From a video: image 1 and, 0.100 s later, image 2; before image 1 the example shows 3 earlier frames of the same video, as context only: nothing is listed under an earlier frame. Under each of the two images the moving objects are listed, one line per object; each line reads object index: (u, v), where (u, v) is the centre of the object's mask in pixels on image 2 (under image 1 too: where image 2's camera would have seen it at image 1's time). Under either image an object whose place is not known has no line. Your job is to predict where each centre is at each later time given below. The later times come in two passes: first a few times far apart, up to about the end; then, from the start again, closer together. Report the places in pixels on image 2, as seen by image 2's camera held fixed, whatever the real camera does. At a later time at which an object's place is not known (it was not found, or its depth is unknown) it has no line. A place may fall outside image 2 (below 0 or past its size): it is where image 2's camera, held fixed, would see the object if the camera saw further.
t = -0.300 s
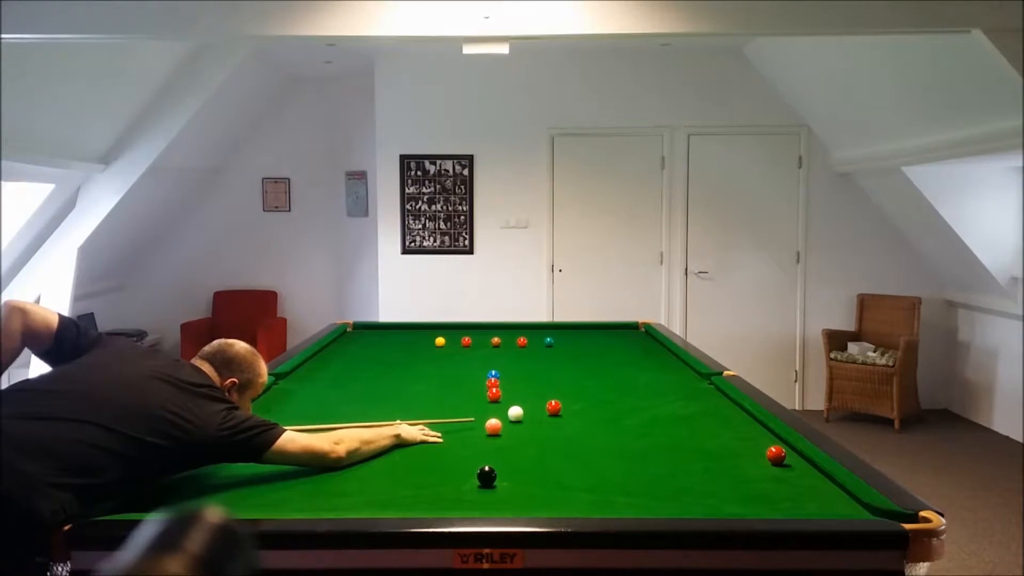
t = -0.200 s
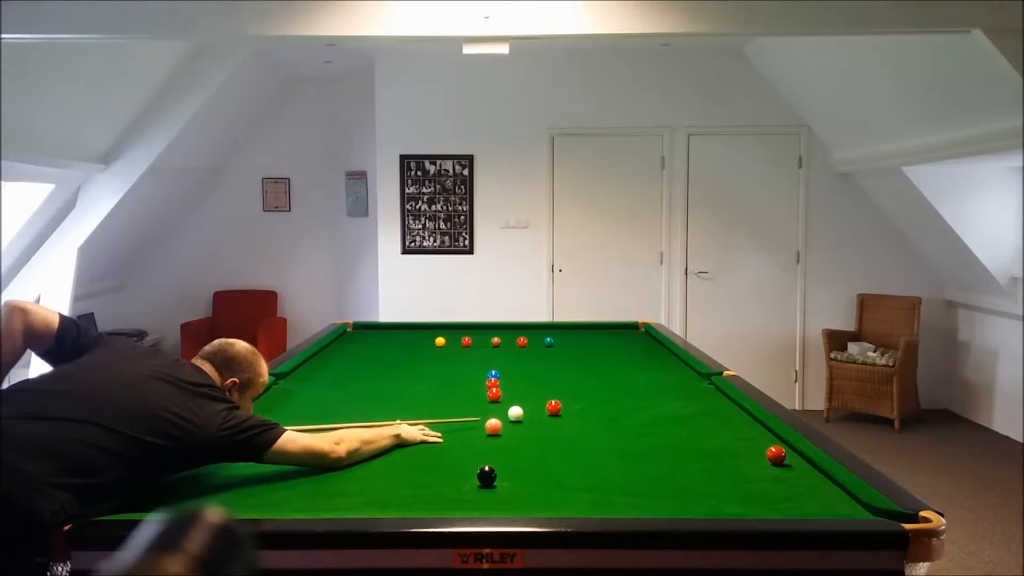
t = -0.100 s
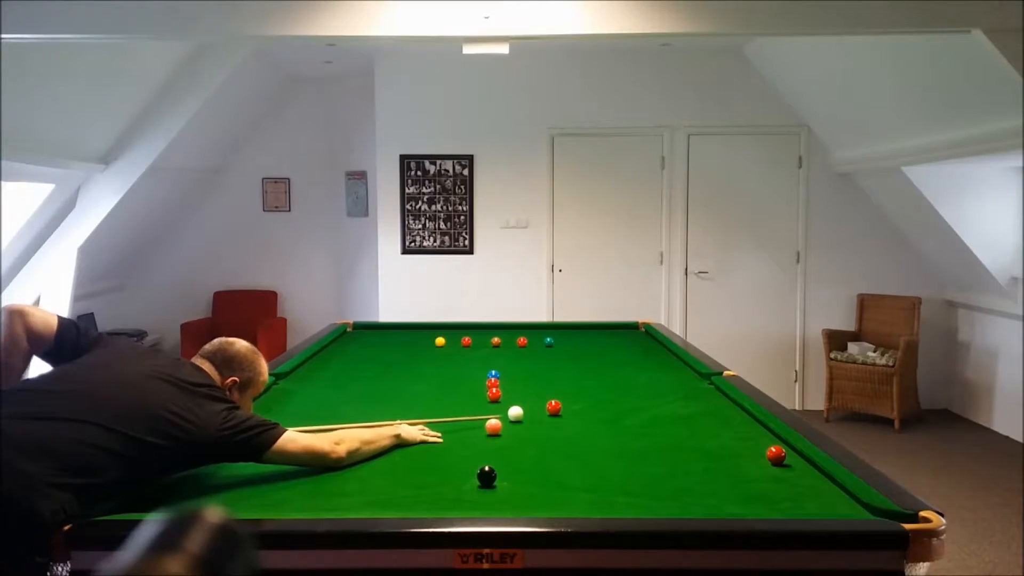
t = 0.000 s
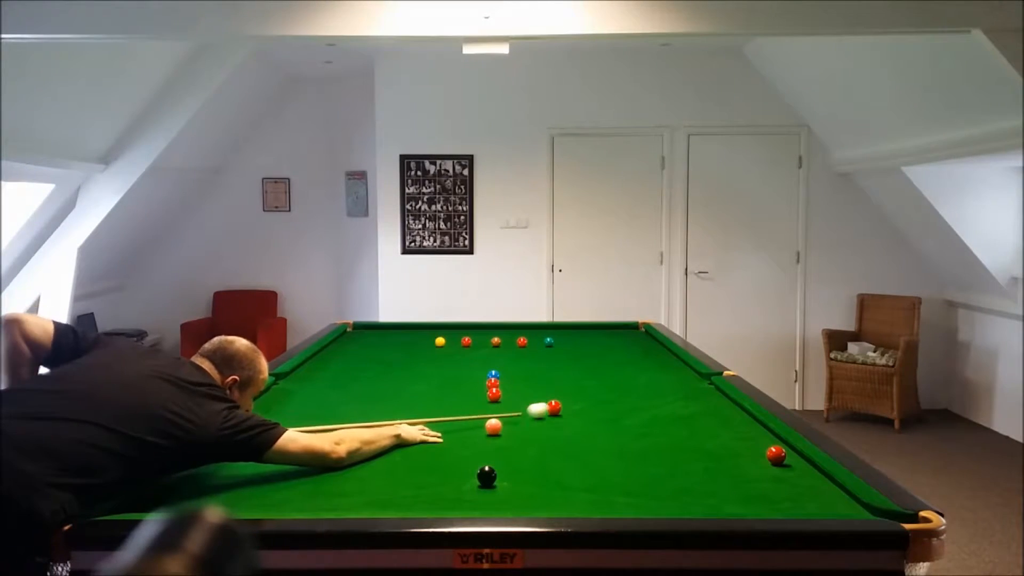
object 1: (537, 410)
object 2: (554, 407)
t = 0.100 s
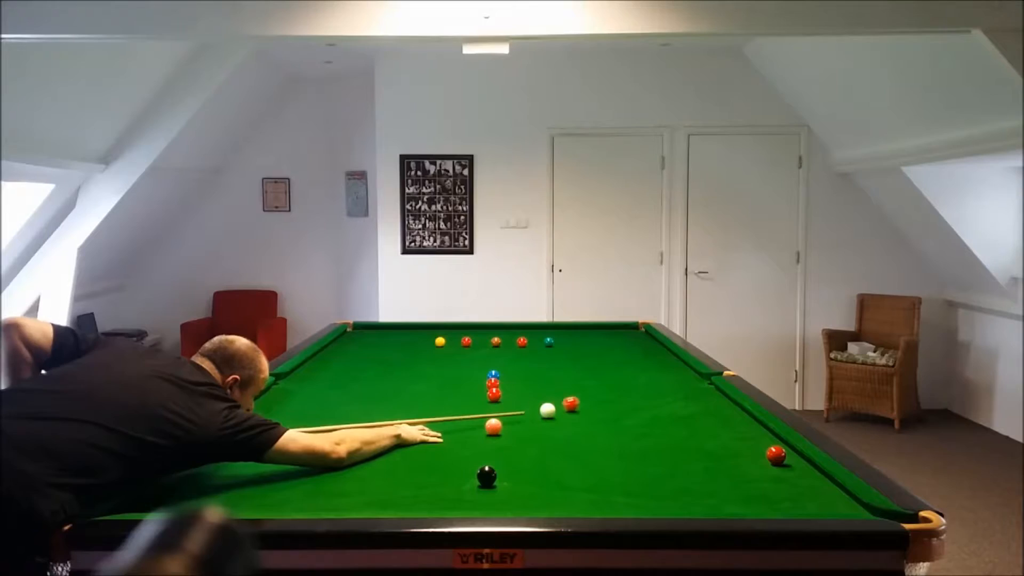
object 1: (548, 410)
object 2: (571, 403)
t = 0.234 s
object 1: (553, 411)
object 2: (592, 399)
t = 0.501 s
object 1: (562, 413)
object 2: (630, 391)
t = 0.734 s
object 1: (569, 414)
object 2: (660, 385)
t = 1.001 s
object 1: (576, 416)
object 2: (690, 379)
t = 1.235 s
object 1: (580, 416)
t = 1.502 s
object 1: (583, 417)
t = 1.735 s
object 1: (584, 417)
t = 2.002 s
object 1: (584, 417)
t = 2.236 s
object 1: (584, 417)
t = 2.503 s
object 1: (584, 417)
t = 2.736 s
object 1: (584, 417)
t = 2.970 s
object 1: (587, 415)
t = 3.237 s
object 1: (584, 417)
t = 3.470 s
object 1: (584, 417)
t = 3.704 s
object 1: (584, 417)
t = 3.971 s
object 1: (584, 417)
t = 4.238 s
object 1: (584, 417)
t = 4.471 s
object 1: (584, 417)
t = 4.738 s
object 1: (585, 417)
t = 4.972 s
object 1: (584, 417)
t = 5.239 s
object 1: (584, 417)
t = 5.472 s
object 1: (584, 417)
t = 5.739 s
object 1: (584, 417)
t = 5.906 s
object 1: (584, 417)
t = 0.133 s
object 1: (549, 411)
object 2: (577, 402)
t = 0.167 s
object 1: (550, 411)
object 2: (582, 401)
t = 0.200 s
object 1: (552, 411)
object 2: (587, 400)
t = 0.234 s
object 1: (553, 411)
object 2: (592, 399)
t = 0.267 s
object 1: (554, 412)
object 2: (597, 398)
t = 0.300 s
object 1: (555, 412)
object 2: (602, 397)
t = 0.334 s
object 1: (557, 412)
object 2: (607, 396)
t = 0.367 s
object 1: (558, 412)
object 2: (612, 395)
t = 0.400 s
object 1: (559, 412)
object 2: (616, 394)
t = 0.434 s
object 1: (560, 413)
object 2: (621, 393)
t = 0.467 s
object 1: (561, 413)
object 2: (626, 392)
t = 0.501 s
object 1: (562, 413)
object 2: (630, 391)
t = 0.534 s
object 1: (563, 413)
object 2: (635, 390)
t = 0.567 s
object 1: (564, 413)
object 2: (639, 389)
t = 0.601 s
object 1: (565, 414)
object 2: (644, 389)
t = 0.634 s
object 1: (566, 414)
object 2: (648, 388)
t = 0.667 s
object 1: (567, 414)
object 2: (652, 387)
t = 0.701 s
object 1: (568, 414)
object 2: (656, 386)
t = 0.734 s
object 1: (569, 414)
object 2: (660, 385)
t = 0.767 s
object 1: (570, 415)
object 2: (664, 385)
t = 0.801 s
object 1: (571, 415)
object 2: (668, 384)
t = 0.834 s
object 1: (572, 415)
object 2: (672, 383)
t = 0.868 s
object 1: (572, 415)
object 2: (676, 382)
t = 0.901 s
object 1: (573, 415)
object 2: (680, 382)
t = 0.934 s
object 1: (574, 415)
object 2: (683, 381)
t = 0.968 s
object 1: (575, 416)
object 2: (687, 380)
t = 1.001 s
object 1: (576, 416)
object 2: (690, 379)
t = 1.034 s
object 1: (576, 416)
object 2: (694, 379)
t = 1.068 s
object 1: (577, 416)
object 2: (697, 378)
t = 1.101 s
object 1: (577, 416)
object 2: (701, 377)
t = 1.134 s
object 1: (578, 416)
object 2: (704, 376)
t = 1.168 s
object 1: (579, 416)
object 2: (707, 376)
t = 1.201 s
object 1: (579, 416)
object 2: (710, 377)
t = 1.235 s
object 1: (580, 416)
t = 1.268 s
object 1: (580, 417)
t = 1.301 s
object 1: (581, 417)
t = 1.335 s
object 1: (581, 417)
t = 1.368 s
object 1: (582, 417)
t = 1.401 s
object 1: (582, 417)
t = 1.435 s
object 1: (582, 417)
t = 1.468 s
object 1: (583, 417)
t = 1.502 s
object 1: (583, 417)
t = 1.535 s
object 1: (583, 417)
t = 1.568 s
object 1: (583, 417)
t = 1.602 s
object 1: (584, 417)
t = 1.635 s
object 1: (584, 417)
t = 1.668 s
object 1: (584, 417)
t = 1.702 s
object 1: (584, 417)
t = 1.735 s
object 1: (584, 417)
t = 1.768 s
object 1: (584, 417)
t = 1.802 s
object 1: (584, 417)
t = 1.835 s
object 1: (584, 417)
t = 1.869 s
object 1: (584, 417)
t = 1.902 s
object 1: (584, 417)
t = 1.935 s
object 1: (584, 417)
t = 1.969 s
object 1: (584, 417)
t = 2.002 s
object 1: (584, 417)
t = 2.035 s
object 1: (584, 417)
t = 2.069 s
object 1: (584, 417)
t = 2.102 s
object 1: (584, 417)
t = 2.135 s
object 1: (584, 417)
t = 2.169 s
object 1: (584, 417)
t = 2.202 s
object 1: (584, 417)
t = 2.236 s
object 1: (584, 417)
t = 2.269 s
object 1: (584, 417)
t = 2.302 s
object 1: (584, 417)
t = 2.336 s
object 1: (584, 417)
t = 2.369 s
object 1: (584, 417)
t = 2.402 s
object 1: (584, 417)
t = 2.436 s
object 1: (584, 417)
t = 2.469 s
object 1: (584, 417)
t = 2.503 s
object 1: (584, 417)
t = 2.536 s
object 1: (584, 417)
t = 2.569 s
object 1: (584, 417)
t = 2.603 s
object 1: (584, 417)
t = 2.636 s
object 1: (584, 417)
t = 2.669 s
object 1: (584, 417)
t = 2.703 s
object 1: (584, 417)
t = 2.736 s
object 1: (584, 417)
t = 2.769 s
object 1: (584, 417)
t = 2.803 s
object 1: (584, 417)
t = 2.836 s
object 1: (584, 417)
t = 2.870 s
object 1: (584, 417)
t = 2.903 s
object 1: (584, 417)
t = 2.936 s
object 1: (584, 417)
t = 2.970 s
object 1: (587, 415)
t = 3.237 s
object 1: (584, 417)
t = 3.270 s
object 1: (584, 417)
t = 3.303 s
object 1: (584, 417)
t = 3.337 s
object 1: (584, 417)
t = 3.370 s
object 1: (584, 417)
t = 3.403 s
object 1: (584, 417)
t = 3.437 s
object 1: (584, 417)
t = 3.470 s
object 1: (584, 417)
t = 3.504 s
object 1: (584, 417)
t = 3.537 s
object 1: (584, 417)
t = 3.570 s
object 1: (584, 417)
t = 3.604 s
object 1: (584, 417)
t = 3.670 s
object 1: (584, 417)
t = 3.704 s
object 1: (584, 417)
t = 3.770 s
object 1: (584, 417)
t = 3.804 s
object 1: (584, 417)
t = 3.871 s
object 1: (584, 417)
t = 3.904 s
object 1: (584, 417)
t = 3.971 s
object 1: (584, 417)
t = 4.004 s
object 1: (584, 417)
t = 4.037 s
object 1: (584, 417)
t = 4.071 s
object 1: (584, 417)
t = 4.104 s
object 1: (584, 417)
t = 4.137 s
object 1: (584, 417)
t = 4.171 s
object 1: (584, 417)
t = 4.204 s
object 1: (584, 417)
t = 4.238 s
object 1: (584, 417)
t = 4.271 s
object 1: (584, 417)
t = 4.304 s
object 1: (584, 417)
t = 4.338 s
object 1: (584, 417)
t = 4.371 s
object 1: (584, 418)
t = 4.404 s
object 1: (584, 418)
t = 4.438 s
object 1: (584, 417)
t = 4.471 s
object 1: (584, 417)
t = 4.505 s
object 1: (584, 417)
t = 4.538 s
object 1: (584, 417)
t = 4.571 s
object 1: (584, 417)
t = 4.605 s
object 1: (584, 417)
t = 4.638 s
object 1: (584, 417)
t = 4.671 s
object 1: (585, 417)
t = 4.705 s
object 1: (585, 417)
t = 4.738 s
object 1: (585, 417)
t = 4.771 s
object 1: (585, 417)
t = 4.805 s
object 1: (584, 417)
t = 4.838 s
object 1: (584, 417)
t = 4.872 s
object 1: (584, 417)
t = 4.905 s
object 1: (584, 417)
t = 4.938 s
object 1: (584, 417)
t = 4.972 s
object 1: (584, 417)
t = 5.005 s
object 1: (584, 417)
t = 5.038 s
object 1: (584, 417)
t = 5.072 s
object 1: (584, 417)
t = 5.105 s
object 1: (584, 417)
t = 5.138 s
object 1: (584, 417)
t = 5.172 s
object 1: (584, 417)
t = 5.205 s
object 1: (584, 417)
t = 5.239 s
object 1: (584, 417)
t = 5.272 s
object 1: (584, 417)
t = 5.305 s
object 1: (584, 417)
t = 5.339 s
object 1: (584, 417)
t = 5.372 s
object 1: (584, 417)
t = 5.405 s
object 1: (584, 417)
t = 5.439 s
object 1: (584, 417)
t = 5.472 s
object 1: (584, 417)
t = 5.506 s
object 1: (584, 417)
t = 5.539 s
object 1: (584, 417)
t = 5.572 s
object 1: (584, 417)
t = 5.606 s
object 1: (584, 417)
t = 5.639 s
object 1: (584, 417)
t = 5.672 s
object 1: (584, 417)
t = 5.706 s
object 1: (584, 417)
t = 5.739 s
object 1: (584, 417)
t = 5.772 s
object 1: (584, 417)
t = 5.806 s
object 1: (584, 417)
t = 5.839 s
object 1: (584, 417)
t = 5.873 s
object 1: (584, 417)
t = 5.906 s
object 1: (584, 417)
